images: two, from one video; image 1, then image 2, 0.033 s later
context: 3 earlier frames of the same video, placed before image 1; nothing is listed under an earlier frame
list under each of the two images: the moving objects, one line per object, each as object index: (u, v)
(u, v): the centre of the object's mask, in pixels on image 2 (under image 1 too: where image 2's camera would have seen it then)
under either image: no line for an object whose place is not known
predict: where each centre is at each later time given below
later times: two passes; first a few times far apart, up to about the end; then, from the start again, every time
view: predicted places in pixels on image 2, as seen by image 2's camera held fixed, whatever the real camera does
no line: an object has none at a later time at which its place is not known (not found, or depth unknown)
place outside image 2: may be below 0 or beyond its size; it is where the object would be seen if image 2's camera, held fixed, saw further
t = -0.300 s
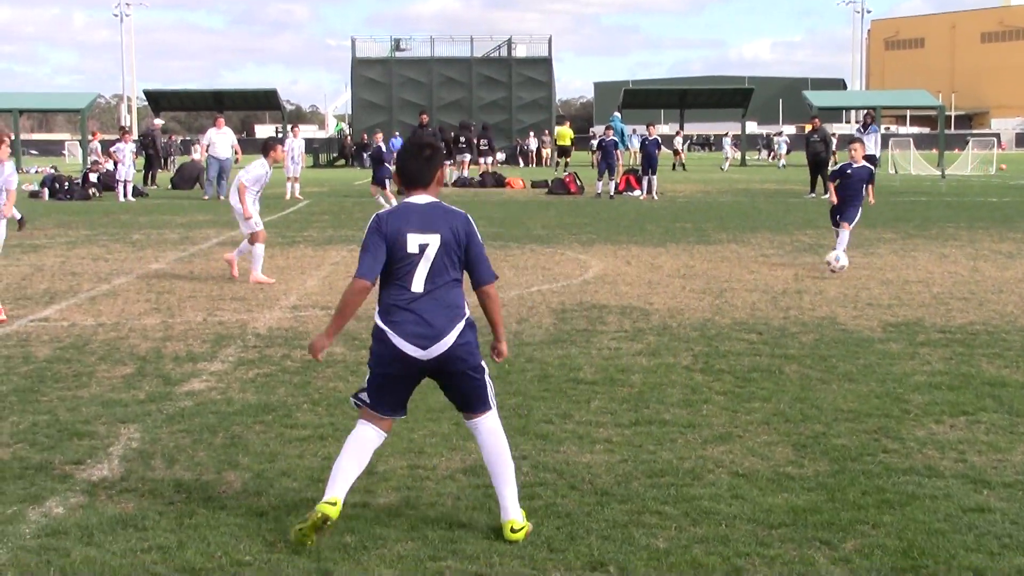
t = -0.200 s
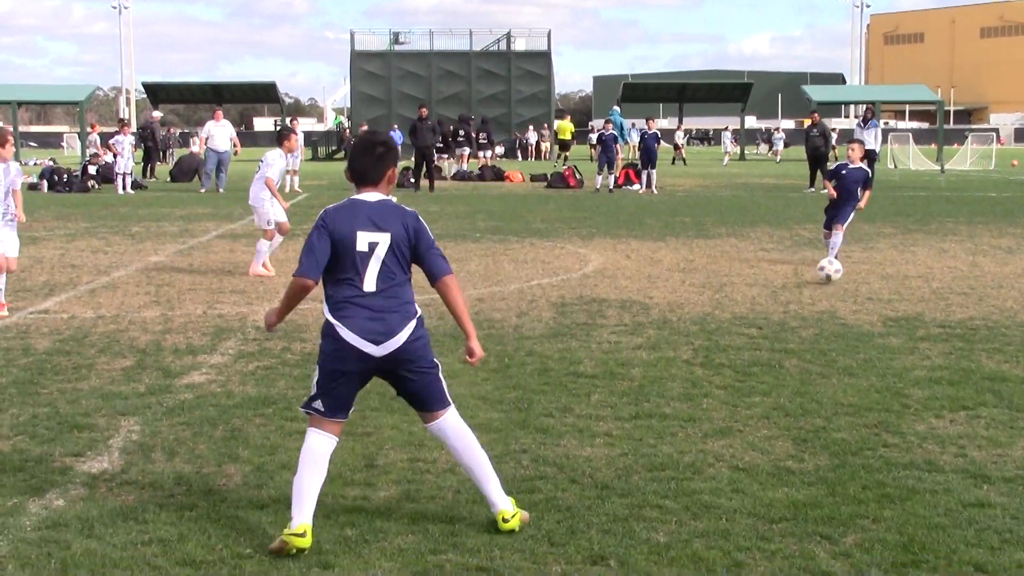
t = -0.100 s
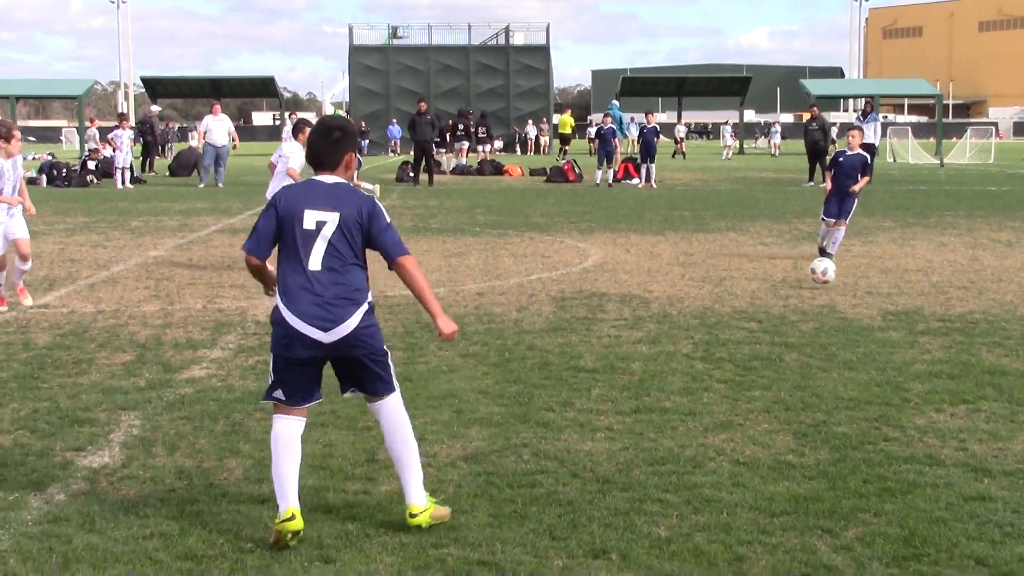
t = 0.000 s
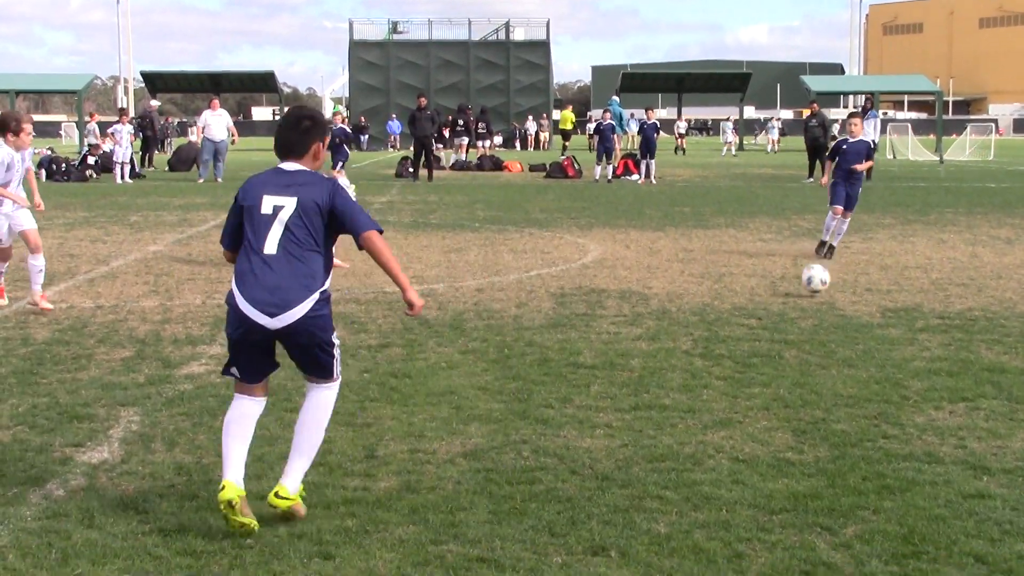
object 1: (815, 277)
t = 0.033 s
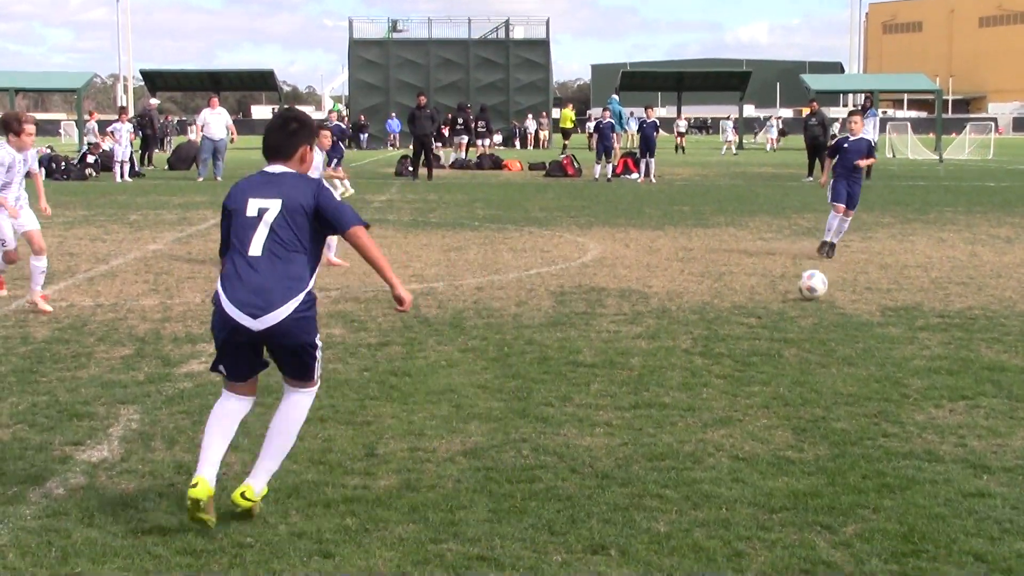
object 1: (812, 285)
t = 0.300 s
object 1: (797, 314)
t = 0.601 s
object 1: (771, 352)
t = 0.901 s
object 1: (735, 398)
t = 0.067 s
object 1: (810, 290)
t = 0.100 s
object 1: (810, 288)
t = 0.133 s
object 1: (807, 287)
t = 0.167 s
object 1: (805, 288)
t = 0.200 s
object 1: (804, 291)
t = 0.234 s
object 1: (802, 297)
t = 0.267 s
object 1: (799, 304)
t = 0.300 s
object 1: (797, 314)
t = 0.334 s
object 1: (794, 319)
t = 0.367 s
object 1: (792, 318)
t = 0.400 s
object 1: (789, 319)
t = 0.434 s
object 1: (787, 322)
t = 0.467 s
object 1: (784, 328)
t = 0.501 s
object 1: (780, 335)
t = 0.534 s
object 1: (777, 346)
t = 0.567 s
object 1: (774, 352)
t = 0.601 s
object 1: (771, 352)
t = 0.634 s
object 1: (767, 355)
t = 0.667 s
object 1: (764, 360)
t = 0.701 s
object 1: (760, 367)
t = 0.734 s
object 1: (757, 376)
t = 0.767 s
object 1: (753, 390)
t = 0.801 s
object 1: (749, 391)
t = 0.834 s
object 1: (744, 390)
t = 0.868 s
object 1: (739, 392)
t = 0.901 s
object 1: (735, 398)
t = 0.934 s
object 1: (730, 406)
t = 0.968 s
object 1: (725, 417)
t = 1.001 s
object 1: (719, 432)
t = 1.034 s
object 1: (713, 450)
